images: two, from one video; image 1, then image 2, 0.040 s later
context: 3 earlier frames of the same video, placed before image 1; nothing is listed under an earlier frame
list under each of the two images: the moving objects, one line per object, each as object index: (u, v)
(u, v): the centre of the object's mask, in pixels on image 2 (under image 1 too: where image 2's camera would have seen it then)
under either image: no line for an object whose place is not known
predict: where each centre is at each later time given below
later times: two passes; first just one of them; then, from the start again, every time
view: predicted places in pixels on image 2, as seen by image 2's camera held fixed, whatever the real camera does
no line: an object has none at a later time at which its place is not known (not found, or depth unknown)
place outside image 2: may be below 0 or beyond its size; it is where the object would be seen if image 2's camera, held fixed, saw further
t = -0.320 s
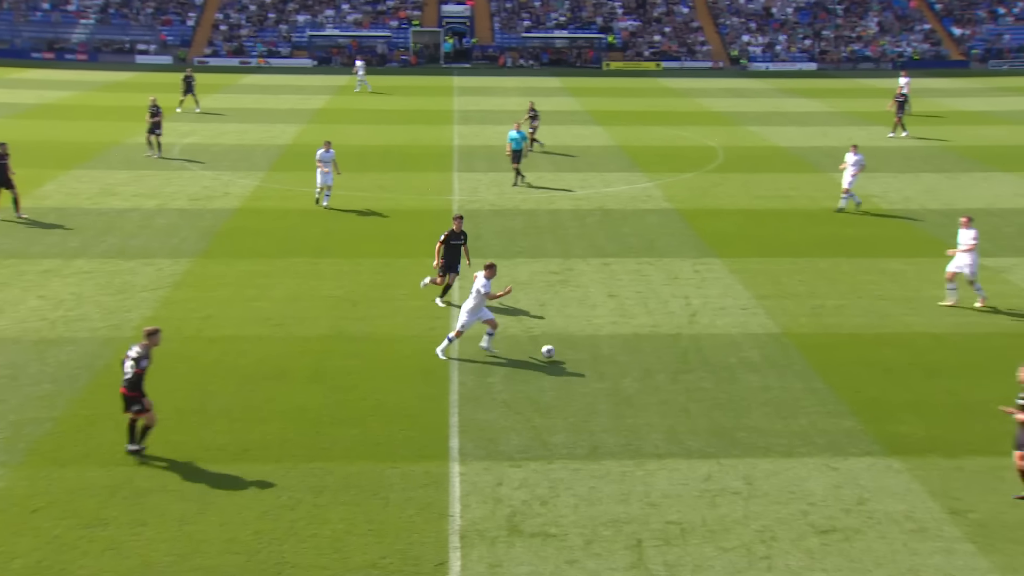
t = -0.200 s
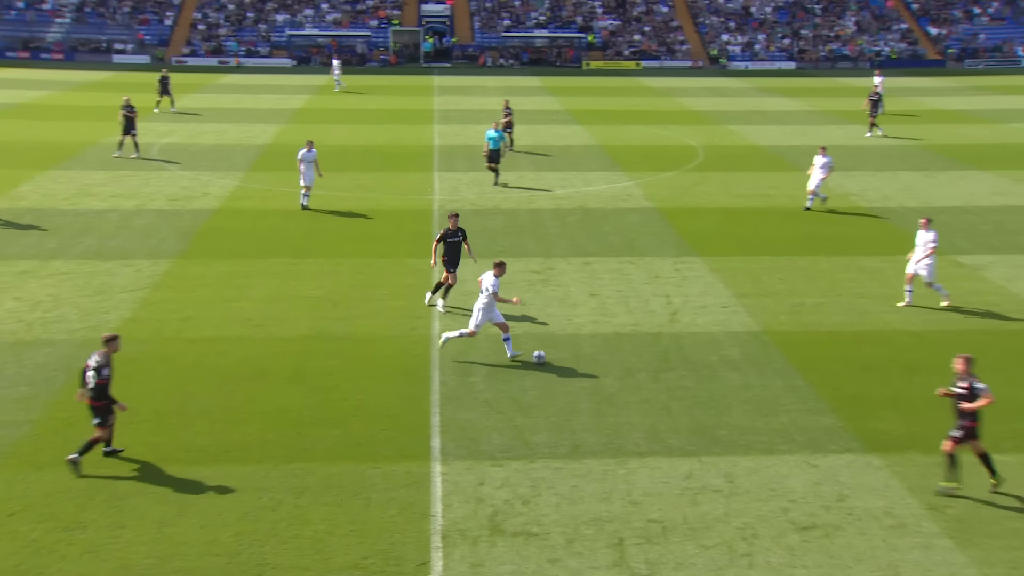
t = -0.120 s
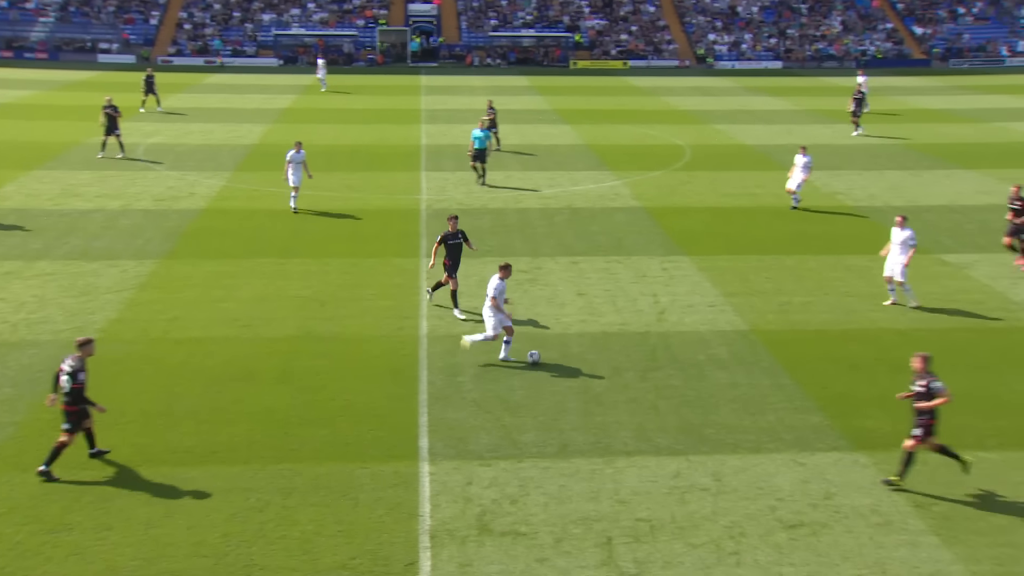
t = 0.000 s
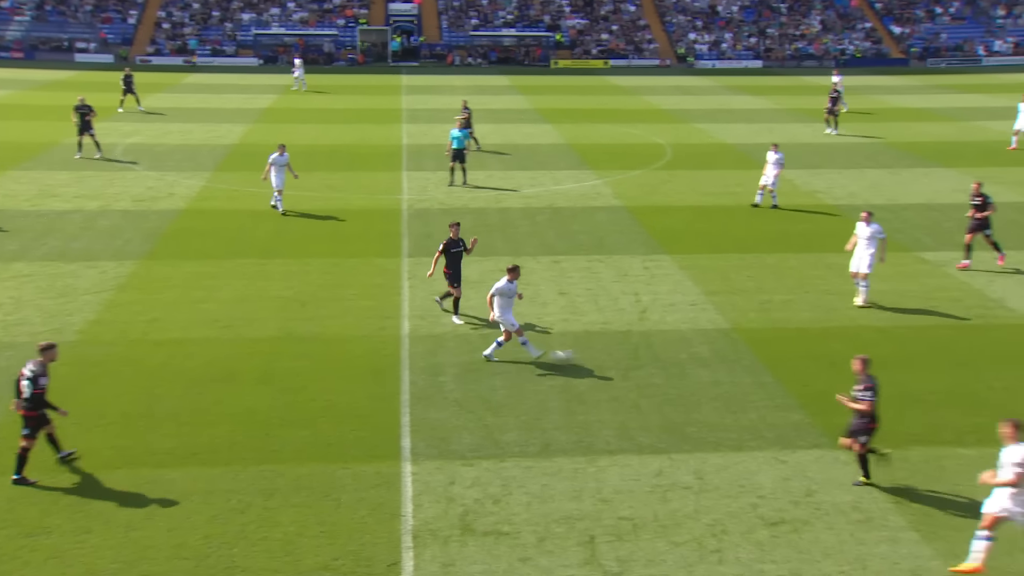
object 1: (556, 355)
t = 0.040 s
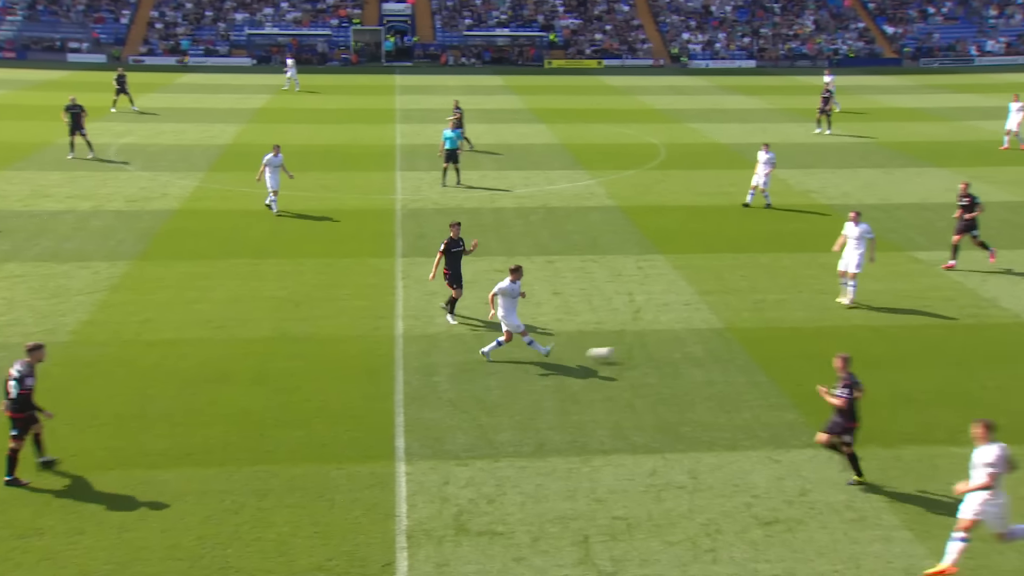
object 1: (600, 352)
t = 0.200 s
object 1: (768, 346)
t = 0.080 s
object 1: (645, 351)
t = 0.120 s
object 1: (688, 350)
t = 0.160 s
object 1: (730, 349)
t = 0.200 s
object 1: (768, 346)
